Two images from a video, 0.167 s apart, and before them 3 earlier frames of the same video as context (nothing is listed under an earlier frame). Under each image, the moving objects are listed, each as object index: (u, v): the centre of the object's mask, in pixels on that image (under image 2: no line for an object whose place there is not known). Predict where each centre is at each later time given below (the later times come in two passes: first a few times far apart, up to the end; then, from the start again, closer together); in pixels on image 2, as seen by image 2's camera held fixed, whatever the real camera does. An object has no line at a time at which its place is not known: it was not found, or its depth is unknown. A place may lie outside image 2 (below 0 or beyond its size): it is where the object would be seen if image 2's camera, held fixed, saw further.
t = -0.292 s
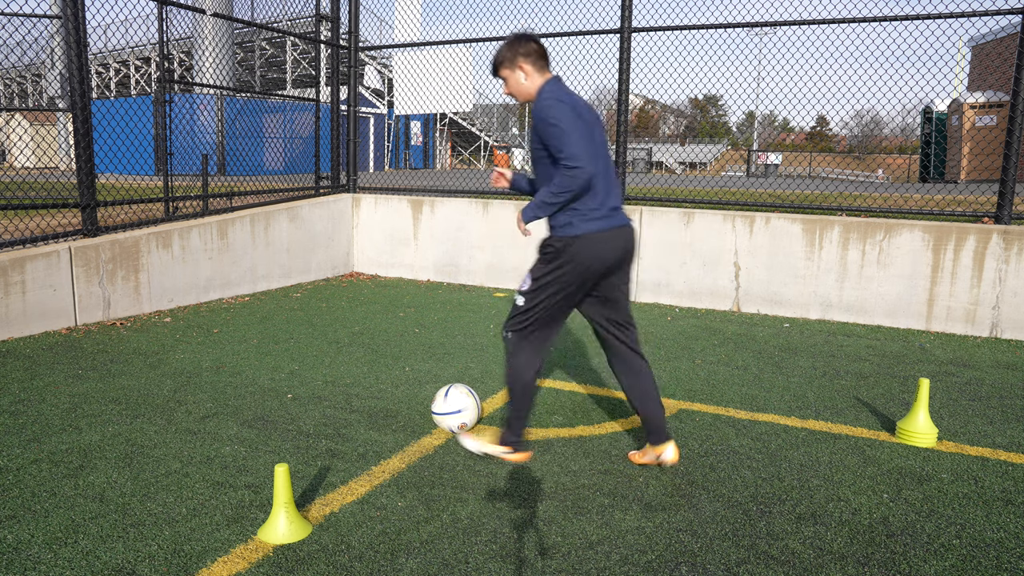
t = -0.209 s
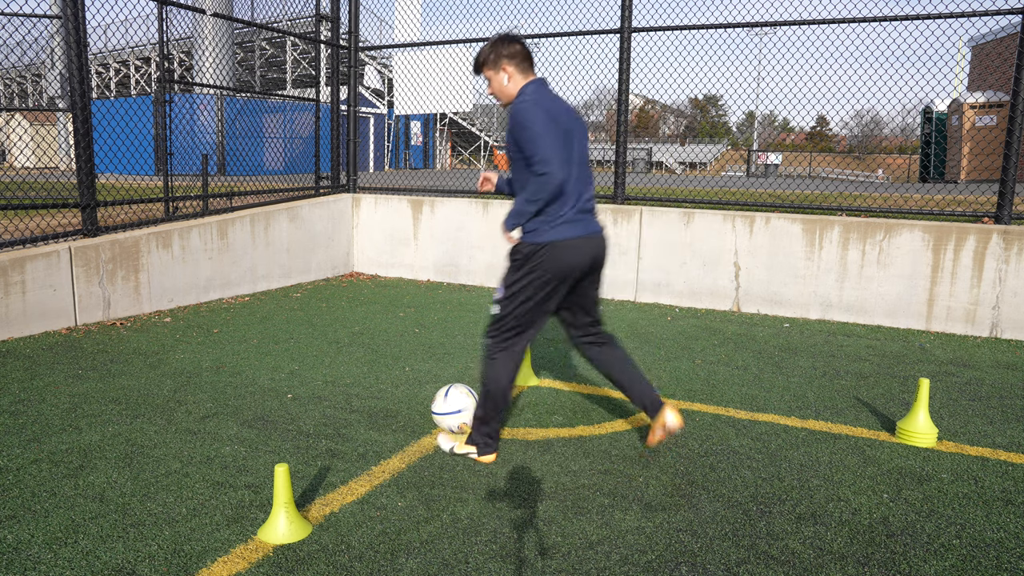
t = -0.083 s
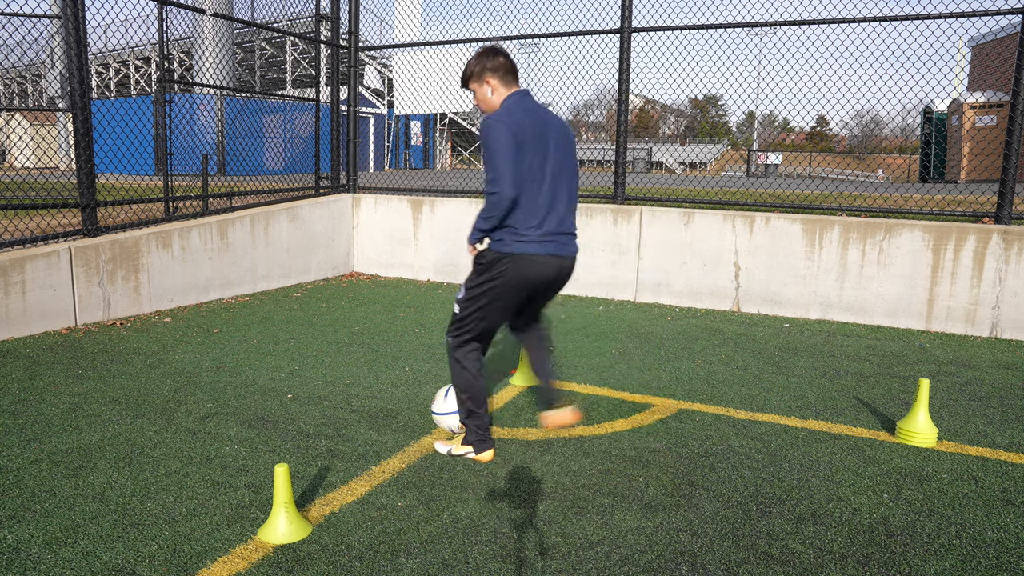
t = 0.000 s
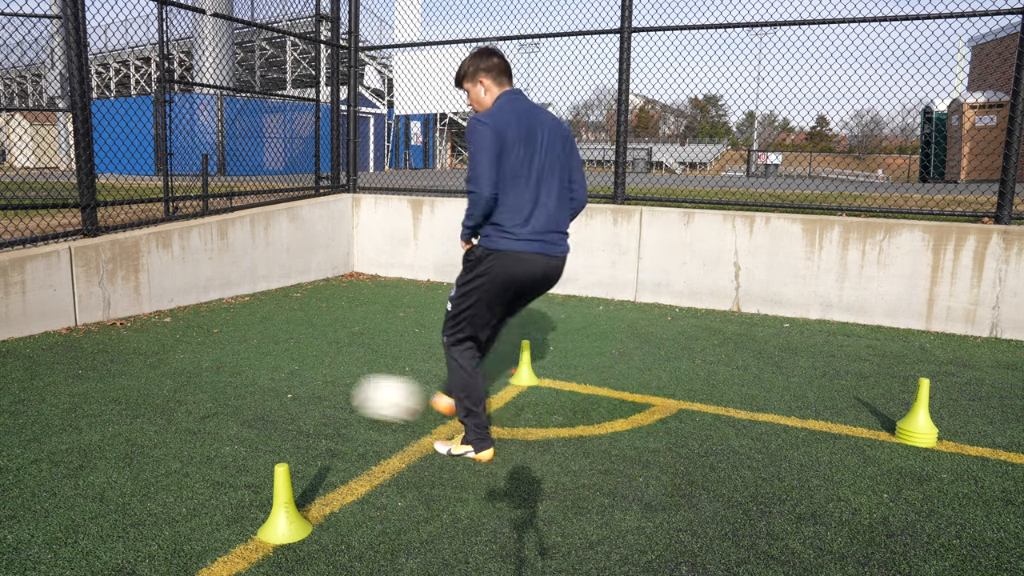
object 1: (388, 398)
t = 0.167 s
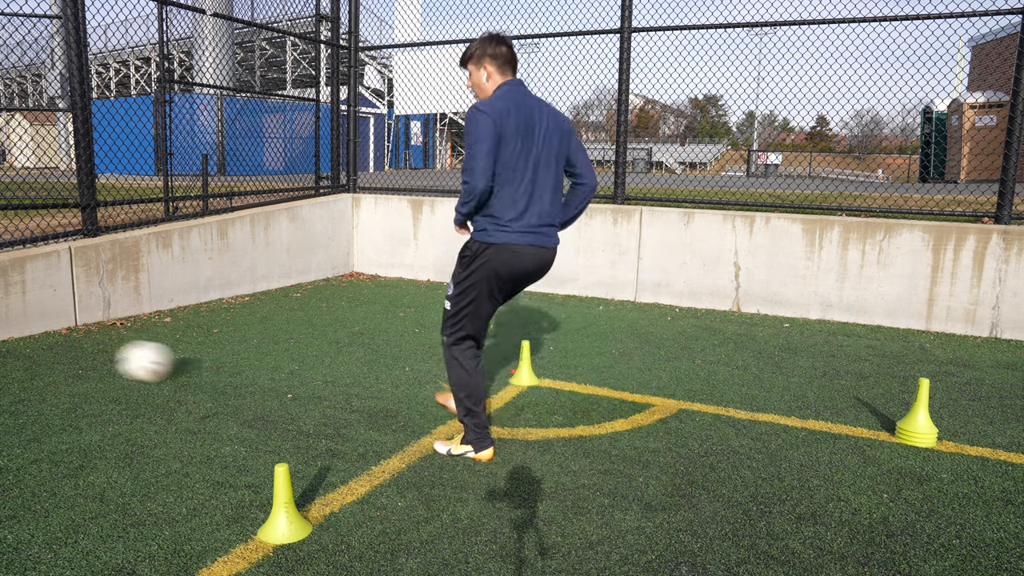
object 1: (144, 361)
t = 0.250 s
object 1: (55, 348)
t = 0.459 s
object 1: (31, 333)
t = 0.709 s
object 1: (197, 387)
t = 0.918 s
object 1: (340, 426)
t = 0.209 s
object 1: (97, 354)
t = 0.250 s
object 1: (55, 348)
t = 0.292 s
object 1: (19, 342)
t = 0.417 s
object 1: (12, 329)
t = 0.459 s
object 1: (31, 333)
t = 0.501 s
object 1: (57, 338)
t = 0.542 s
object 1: (84, 347)
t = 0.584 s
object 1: (113, 360)
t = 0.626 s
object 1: (144, 378)
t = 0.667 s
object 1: (172, 386)
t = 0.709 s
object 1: (197, 387)
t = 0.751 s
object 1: (225, 392)
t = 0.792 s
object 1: (254, 402)
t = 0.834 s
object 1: (285, 414)
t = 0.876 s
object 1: (315, 425)
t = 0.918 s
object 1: (340, 426)
